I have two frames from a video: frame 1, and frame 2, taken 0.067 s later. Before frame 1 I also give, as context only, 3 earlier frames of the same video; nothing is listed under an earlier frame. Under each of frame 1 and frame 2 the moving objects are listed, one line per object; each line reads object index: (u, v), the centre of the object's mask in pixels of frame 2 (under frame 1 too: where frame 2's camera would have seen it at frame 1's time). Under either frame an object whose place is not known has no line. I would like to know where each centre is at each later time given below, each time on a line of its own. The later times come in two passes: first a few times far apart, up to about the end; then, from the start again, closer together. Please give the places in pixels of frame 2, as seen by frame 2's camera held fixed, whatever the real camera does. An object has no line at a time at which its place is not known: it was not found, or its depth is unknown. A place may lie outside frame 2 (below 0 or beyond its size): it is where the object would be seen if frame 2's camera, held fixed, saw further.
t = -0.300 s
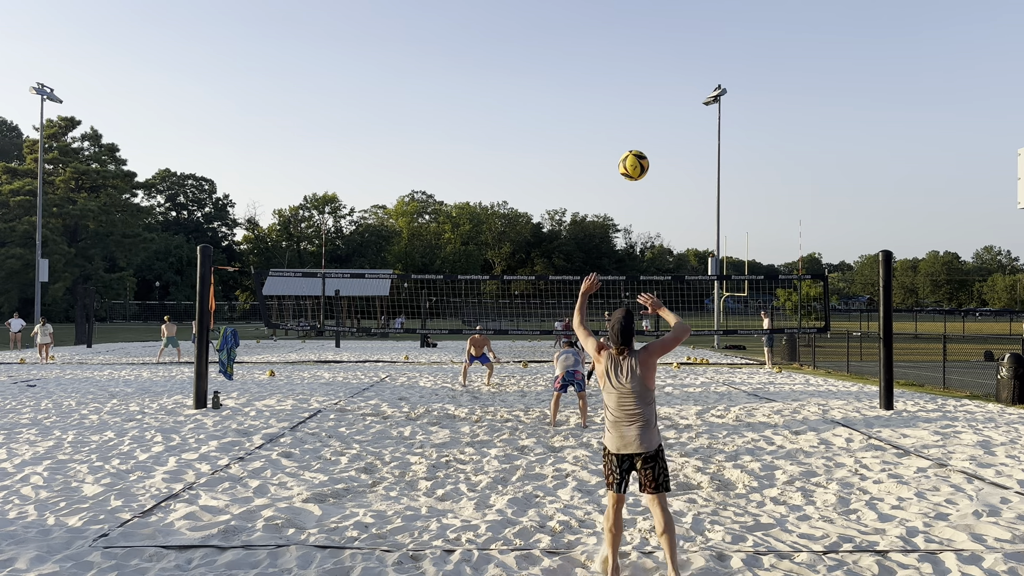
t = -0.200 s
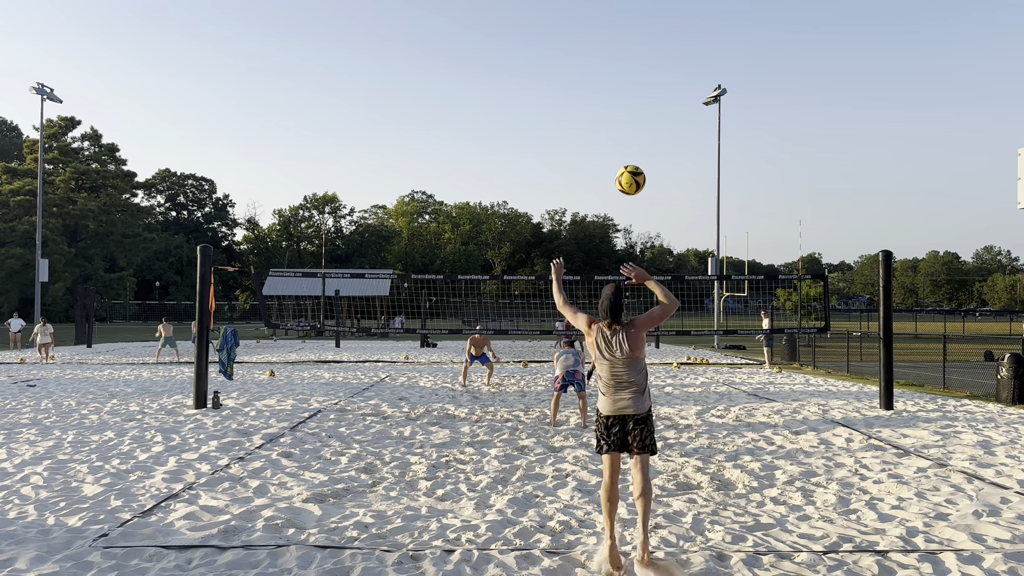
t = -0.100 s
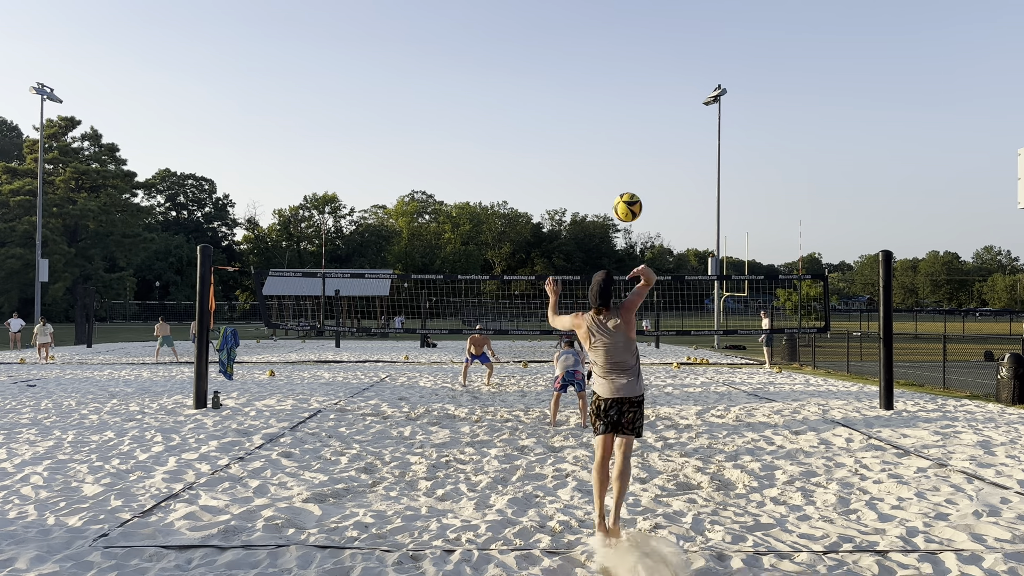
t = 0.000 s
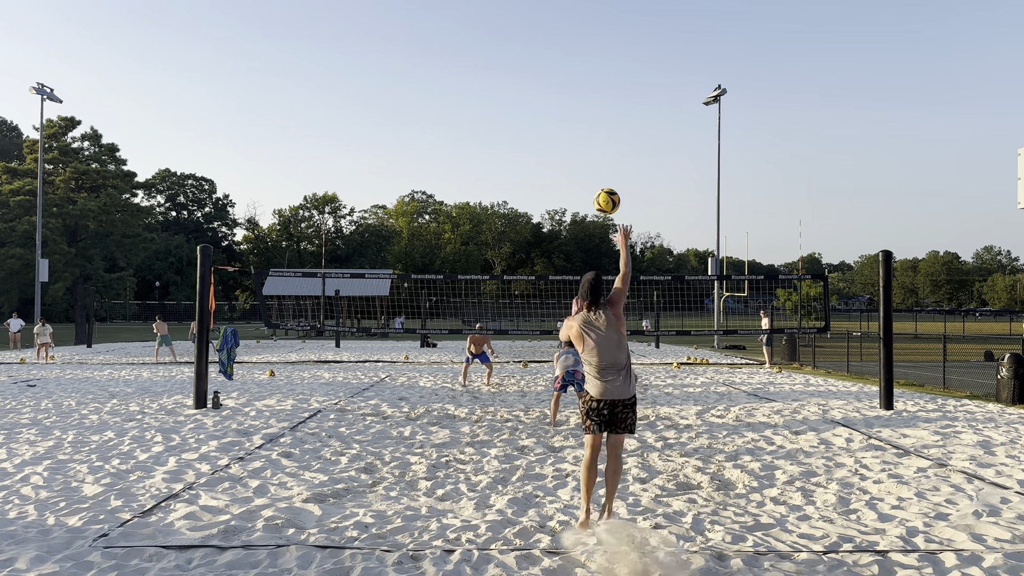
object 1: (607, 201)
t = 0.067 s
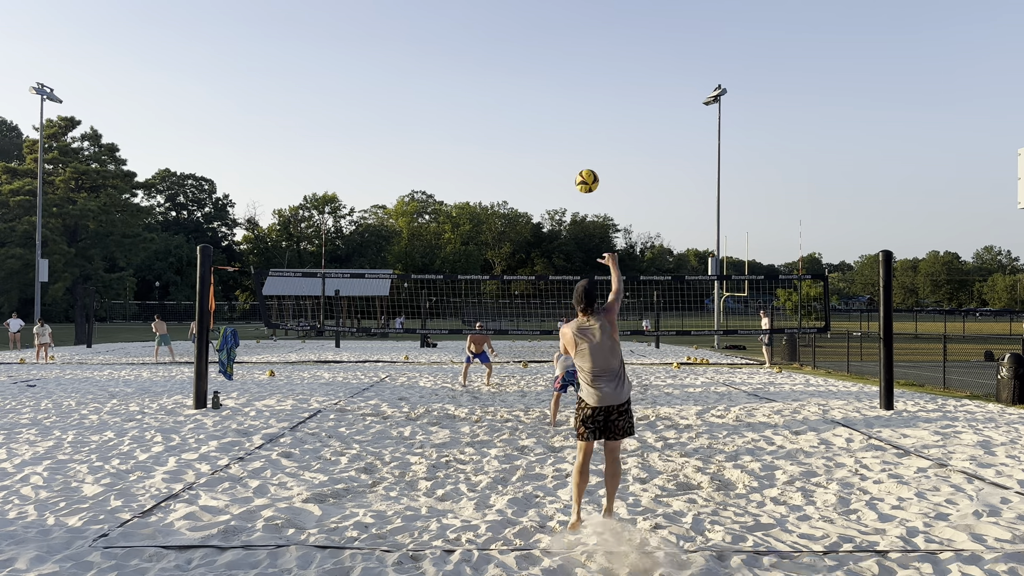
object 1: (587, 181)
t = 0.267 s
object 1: (550, 158)
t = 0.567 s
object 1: (530, 185)
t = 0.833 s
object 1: (522, 235)
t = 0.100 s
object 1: (579, 174)
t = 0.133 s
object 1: (571, 168)
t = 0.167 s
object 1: (565, 163)
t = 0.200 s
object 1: (559, 160)
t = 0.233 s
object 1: (554, 159)
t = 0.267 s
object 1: (550, 158)
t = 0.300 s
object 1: (546, 158)
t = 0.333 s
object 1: (543, 159)
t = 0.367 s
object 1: (540, 161)
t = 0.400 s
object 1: (538, 164)
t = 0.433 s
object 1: (536, 167)
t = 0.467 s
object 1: (534, 171)
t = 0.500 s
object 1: (533, 175)
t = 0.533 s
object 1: (531, 180)
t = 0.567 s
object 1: (530, 185)
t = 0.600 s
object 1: (529, 190)
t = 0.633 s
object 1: (527, 196)
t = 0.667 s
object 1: (527, 202)
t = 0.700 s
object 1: (526, 208)
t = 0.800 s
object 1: (522, 228)
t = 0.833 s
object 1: (522, 235)
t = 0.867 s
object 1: (521, 242)
